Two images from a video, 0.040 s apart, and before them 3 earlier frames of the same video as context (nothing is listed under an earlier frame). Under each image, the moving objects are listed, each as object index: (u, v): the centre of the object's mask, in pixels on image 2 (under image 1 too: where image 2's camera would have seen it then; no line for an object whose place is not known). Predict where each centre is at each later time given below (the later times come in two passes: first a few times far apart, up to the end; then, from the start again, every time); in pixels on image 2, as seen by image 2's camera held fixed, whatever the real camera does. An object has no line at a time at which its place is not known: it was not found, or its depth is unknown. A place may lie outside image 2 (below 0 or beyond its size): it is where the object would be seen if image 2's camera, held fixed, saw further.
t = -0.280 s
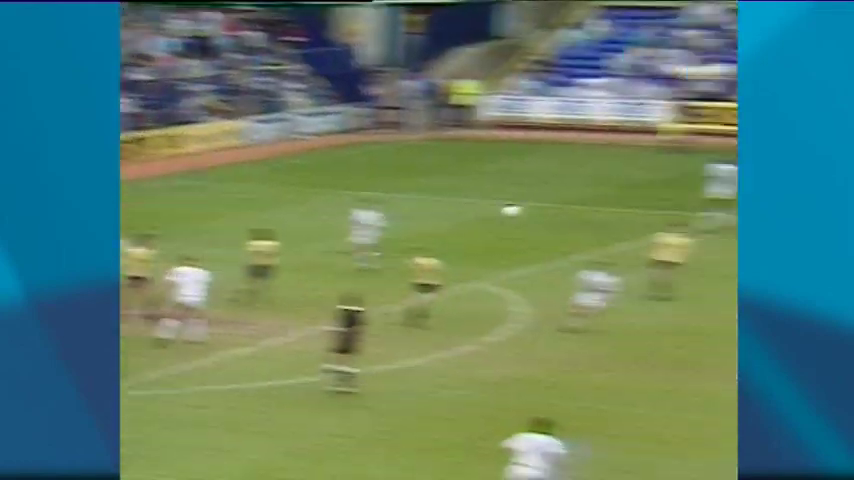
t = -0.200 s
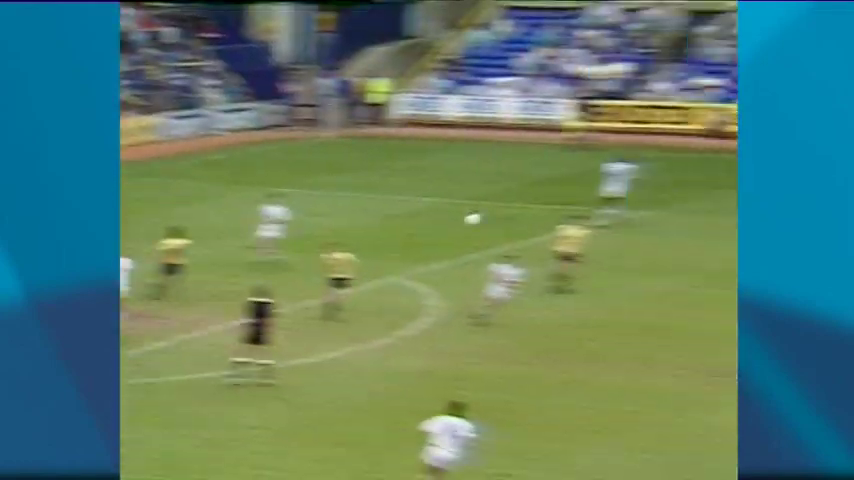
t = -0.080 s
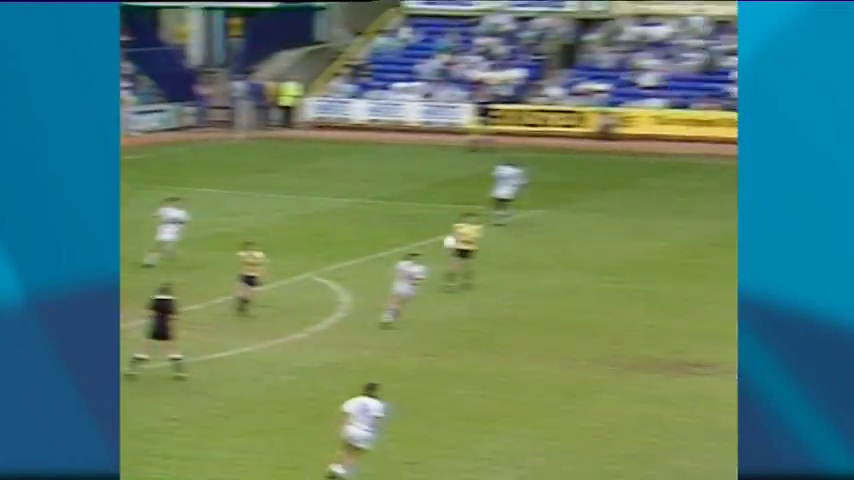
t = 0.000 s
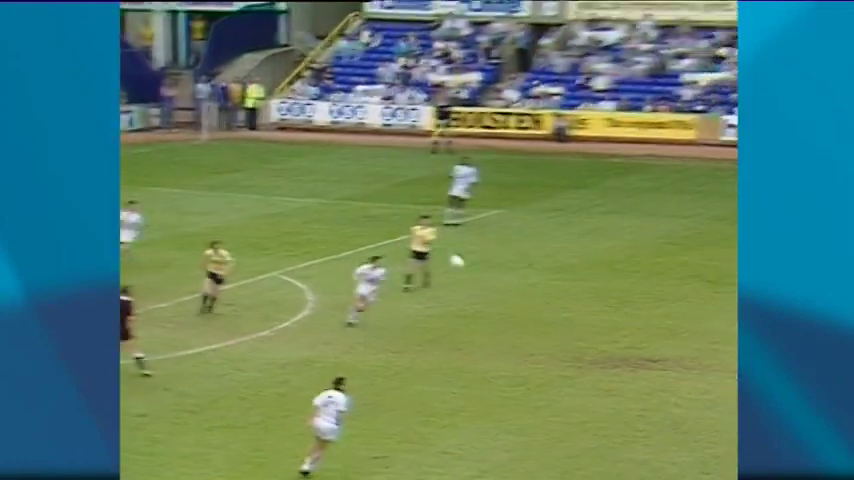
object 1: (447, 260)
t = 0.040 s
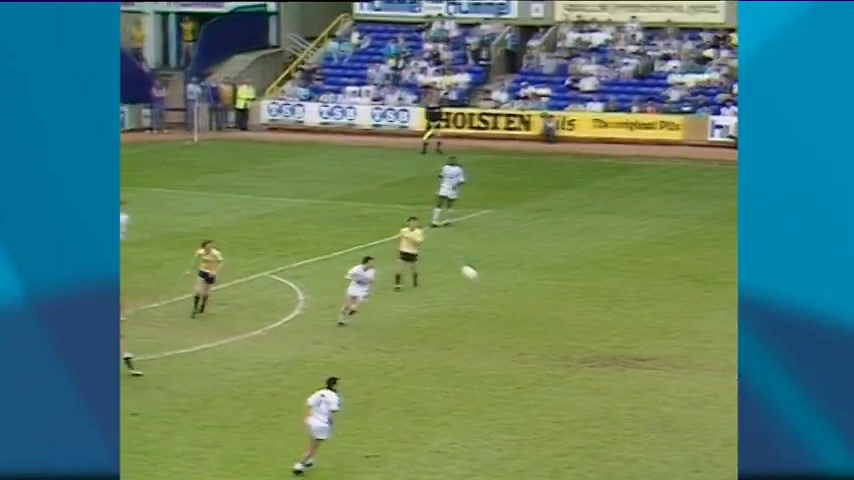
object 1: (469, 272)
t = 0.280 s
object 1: (607, 359)
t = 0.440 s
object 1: (670, 352)
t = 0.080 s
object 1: (492, 284)
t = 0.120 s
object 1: (515, 298)
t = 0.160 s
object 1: (538, 312)
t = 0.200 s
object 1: (560, 326)
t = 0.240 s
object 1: (584, 342)
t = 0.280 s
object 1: (607, 359)
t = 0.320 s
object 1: (629, 377)
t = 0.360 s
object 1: (644, 369)
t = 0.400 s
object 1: (657, 361)
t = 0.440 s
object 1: (670, 352)
